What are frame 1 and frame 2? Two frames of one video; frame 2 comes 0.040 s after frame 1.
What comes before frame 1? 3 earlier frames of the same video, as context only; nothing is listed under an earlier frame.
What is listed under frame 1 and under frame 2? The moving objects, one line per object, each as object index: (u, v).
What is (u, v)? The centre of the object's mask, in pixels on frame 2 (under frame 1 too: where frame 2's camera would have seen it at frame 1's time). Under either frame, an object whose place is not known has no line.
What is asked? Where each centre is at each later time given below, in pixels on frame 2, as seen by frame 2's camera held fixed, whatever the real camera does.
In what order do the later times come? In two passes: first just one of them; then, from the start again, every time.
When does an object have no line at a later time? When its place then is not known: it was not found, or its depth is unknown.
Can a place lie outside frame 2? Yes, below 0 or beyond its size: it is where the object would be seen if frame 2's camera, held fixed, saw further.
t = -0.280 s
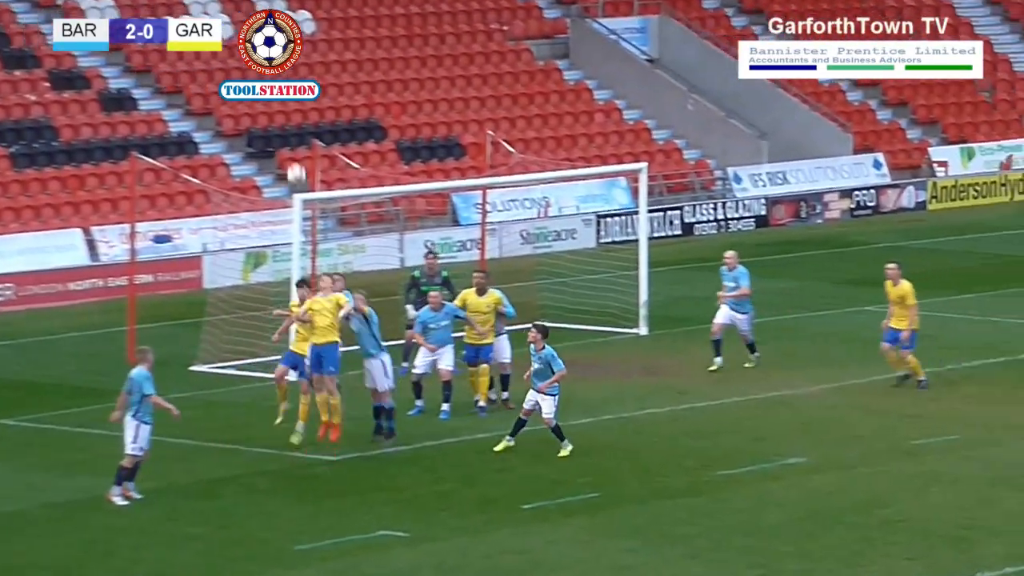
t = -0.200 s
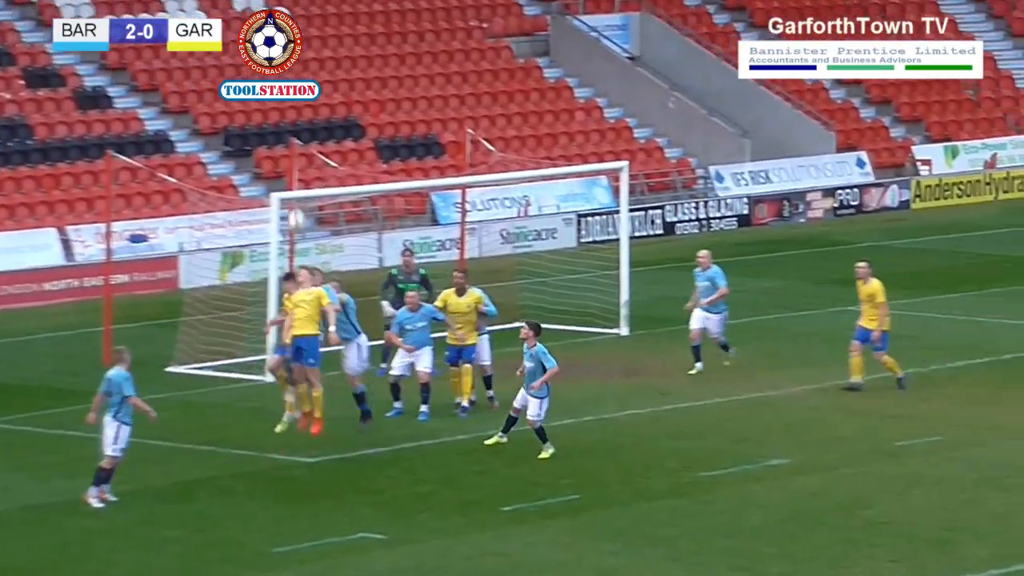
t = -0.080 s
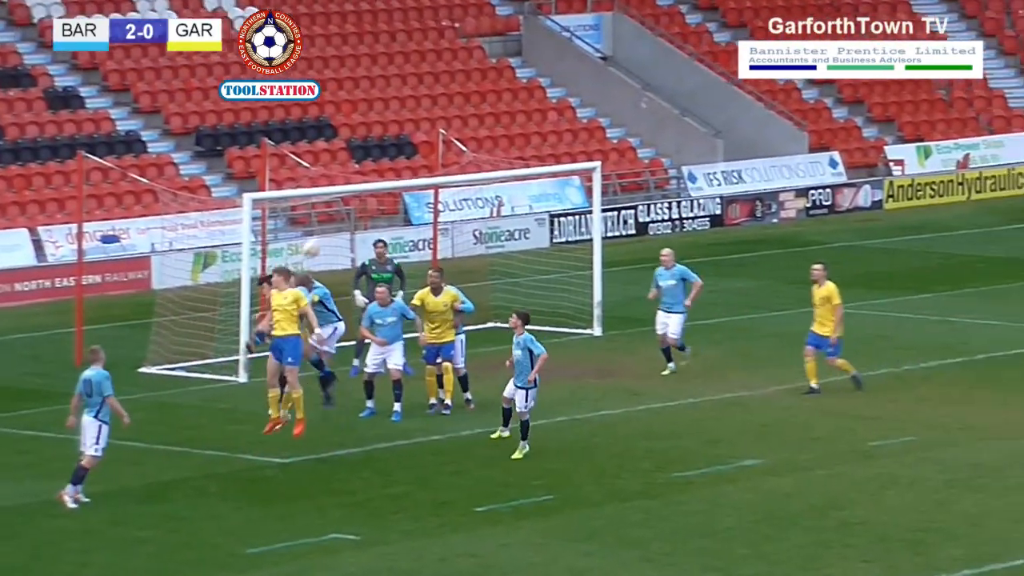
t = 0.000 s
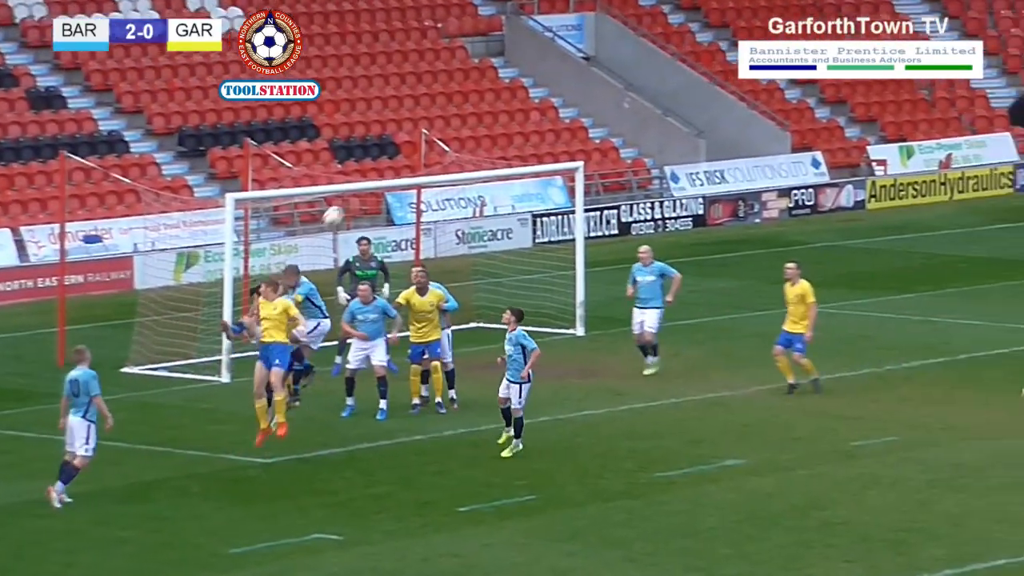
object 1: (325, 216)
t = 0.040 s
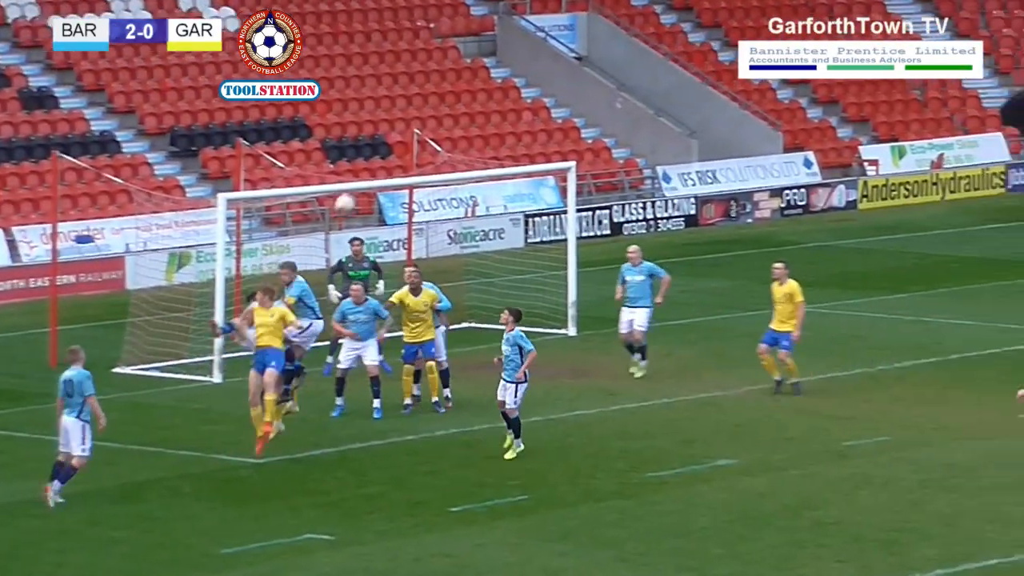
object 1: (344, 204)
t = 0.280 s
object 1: (461, 152)
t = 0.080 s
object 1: (364, 192)
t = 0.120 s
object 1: (382, 180)
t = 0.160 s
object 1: (403, 171)
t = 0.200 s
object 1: (422, 164)
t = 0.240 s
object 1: (442, 158)
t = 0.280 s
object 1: (461, 152)
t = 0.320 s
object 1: (480, 149)
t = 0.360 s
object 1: (500, 147)
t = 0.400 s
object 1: (519, 146)
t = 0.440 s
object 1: (538, 146)
